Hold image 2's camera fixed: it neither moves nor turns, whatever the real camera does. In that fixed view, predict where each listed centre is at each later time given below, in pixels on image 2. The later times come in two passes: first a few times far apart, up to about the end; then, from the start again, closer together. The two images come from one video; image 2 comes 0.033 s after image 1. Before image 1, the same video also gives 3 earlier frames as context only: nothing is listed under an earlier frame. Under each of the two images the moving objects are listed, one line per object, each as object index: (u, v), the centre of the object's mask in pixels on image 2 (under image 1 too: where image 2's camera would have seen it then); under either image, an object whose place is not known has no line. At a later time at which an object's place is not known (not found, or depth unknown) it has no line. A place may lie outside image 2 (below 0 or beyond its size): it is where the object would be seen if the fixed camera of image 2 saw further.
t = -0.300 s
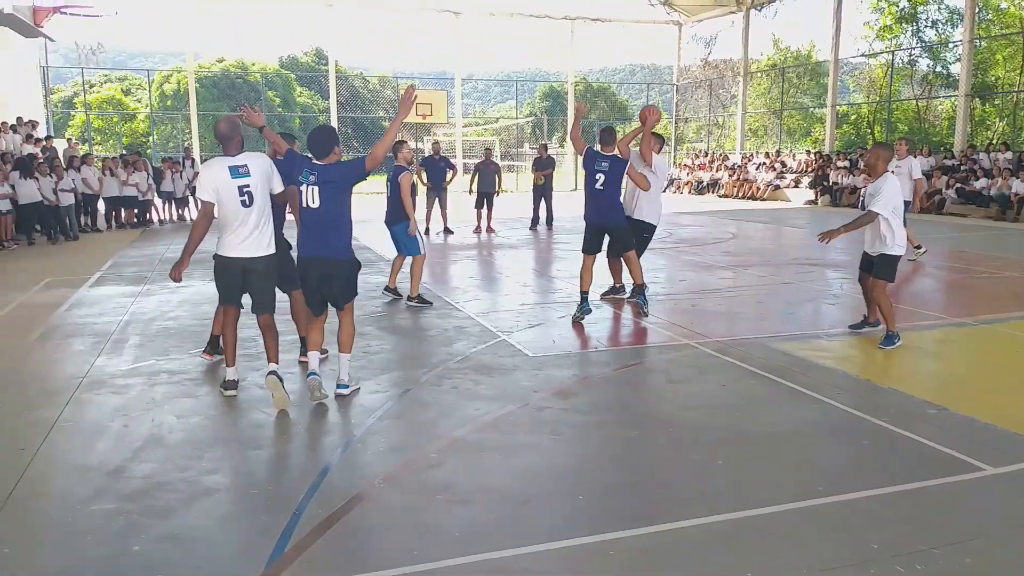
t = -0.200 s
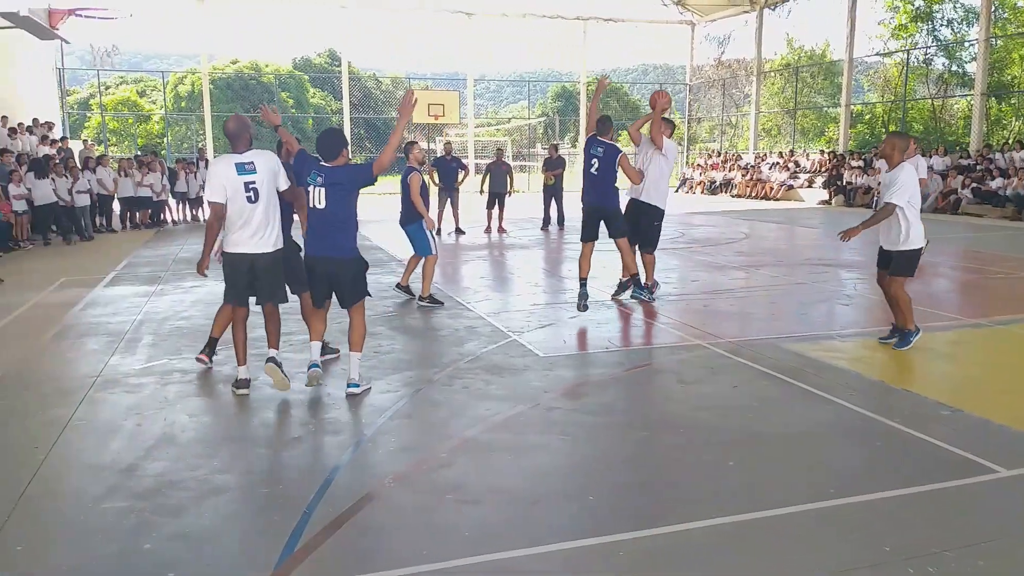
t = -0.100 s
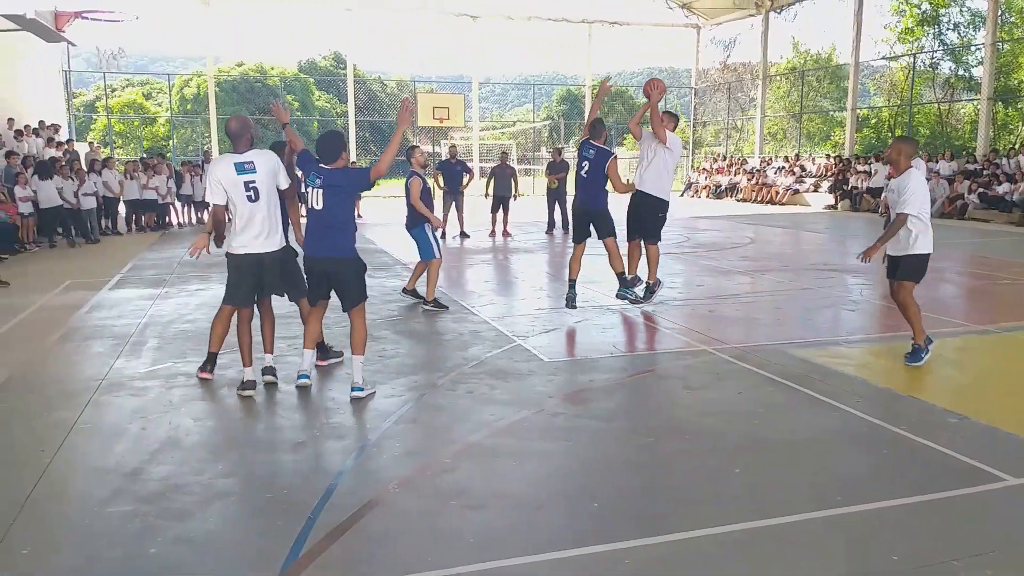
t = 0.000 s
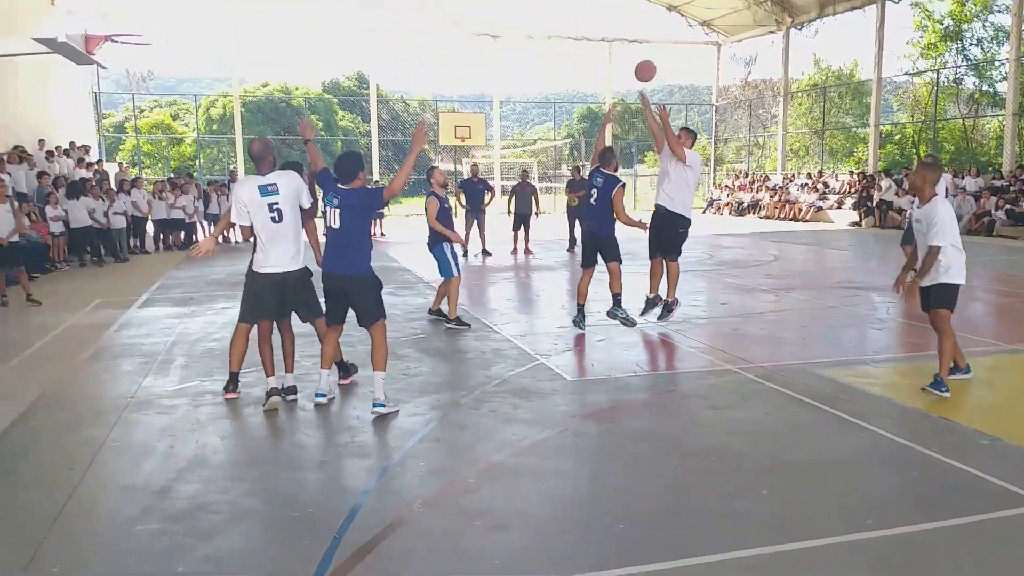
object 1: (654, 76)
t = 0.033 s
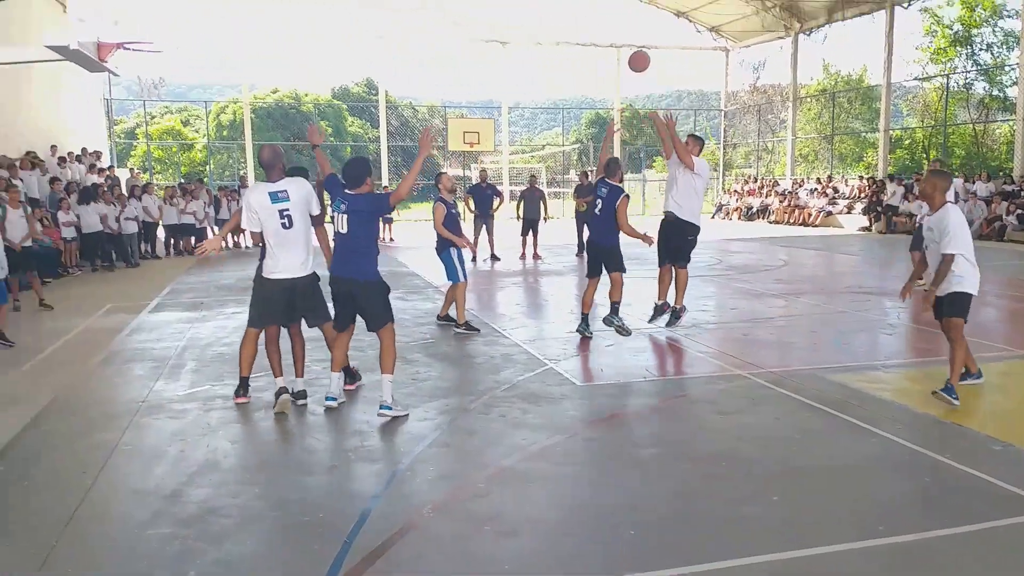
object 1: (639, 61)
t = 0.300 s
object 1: (515, -30)
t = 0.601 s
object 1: (362, -52)
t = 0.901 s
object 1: (196, 25)
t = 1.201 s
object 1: (161, 97)
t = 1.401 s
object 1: (189, 171)
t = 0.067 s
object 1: (624, 47)
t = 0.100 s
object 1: (609, 34)
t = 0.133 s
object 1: (594, 21)
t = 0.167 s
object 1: (578, 9)
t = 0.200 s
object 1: (562, -3)
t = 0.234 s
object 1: (547, -13)
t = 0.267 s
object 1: (531, -22)
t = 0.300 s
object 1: (515, -30)
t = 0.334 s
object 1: (498, -37)
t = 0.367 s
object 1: (482, -42)
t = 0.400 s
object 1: (465, -47)
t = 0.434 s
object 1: (448, -51)
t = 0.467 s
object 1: (431, -53)
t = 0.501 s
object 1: (414, -54)
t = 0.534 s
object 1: (397, -54)
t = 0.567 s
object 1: (380, -54)
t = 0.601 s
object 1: (362, -52)
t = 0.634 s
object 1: (345, -48)
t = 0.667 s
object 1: (327, -44)
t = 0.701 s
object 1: (308, -38)
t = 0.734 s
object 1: (291, -30)
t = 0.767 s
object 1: (273, -21)
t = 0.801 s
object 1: (254, -12)
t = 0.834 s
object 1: (235, -1)
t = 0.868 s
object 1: (217, 12)
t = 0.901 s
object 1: (196, 25)
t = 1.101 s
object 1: (146, 79)
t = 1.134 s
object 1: (149, 84)
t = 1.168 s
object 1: (154, 89)
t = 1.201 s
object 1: (161, 97)
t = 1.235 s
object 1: (163, 105)
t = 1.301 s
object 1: (175, 128)
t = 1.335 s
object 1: (179, 141)
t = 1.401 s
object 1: (189, 171)
